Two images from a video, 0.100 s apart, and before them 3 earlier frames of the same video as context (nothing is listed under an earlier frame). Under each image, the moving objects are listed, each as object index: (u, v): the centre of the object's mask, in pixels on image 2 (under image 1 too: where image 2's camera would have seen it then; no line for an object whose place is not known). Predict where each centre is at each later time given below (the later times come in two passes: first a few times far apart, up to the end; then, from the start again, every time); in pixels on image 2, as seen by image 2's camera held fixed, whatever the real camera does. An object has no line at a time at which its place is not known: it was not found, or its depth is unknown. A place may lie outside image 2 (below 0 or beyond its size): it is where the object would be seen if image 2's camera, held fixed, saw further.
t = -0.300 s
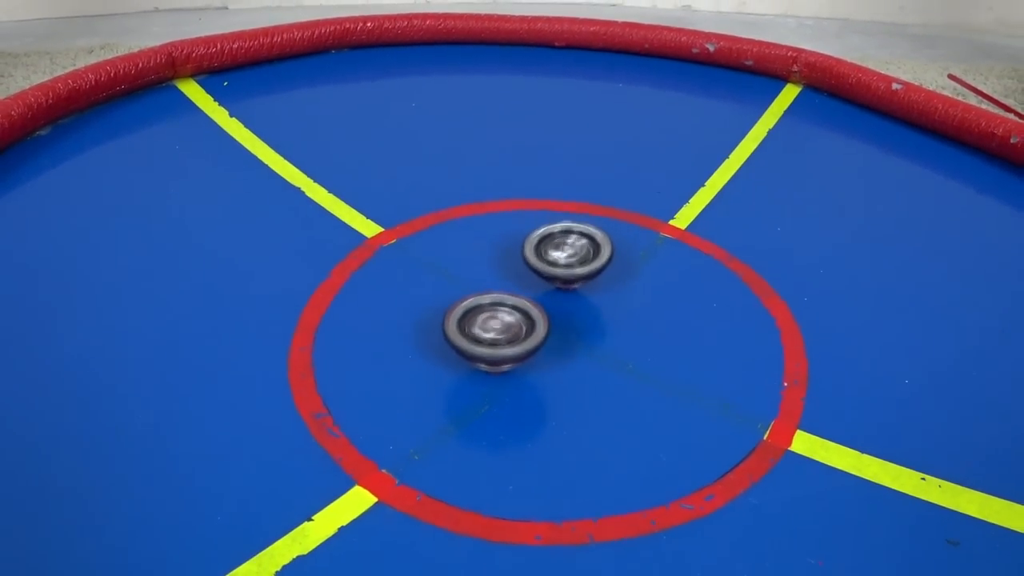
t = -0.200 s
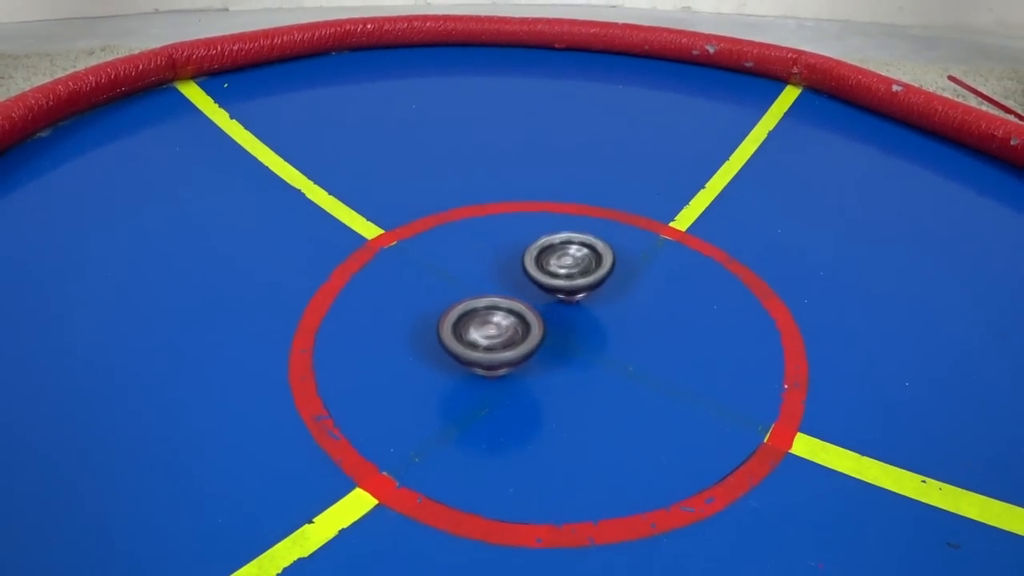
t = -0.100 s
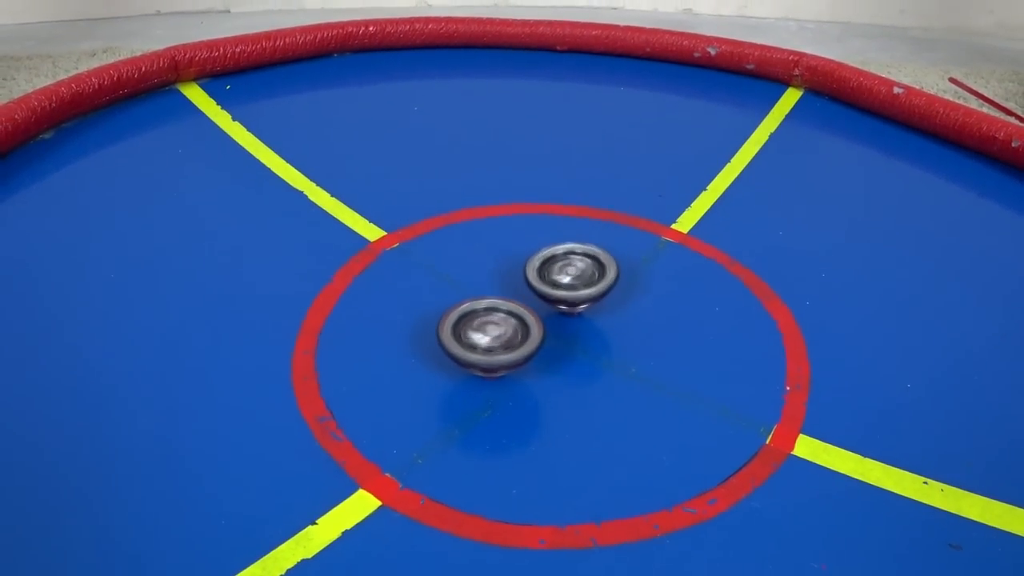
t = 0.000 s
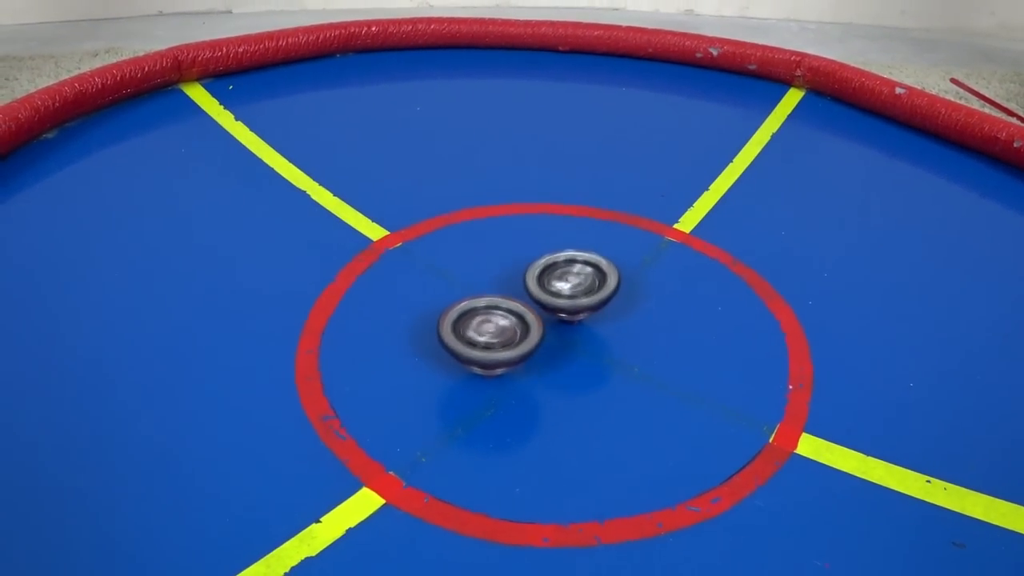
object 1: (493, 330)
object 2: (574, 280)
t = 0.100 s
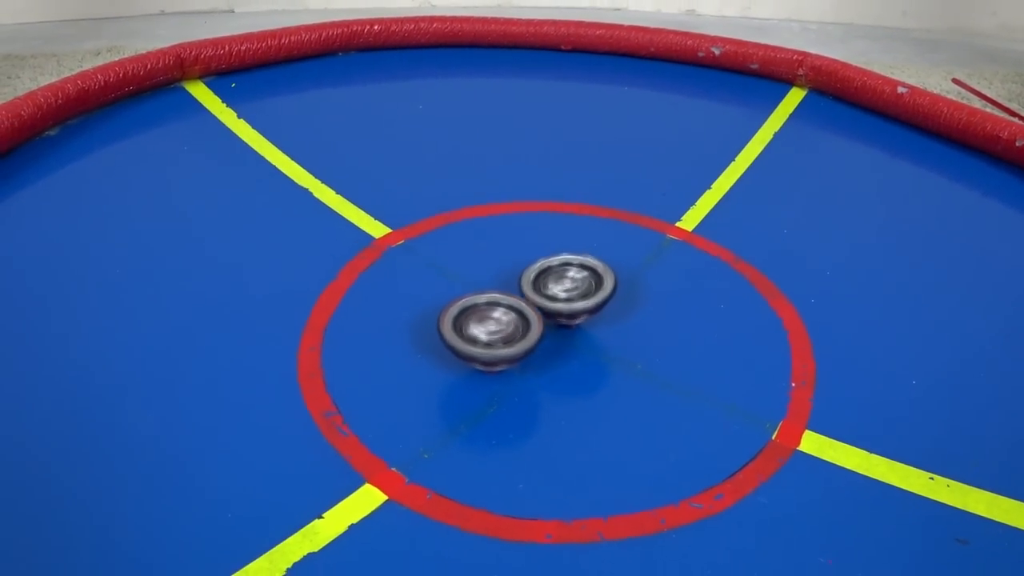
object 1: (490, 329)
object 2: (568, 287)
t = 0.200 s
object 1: (480, 333)
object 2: (575, 285)
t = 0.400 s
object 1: (472, 336)
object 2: (576, 289)
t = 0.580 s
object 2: (558, 293)
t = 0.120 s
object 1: (488, 330)
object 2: (569, 286)
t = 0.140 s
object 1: (486, 331)
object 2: (571, 286)
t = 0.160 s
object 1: (483, 332)
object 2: (573, 285)
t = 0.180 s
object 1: (481, 333)
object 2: (574, 285)
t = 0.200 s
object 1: (480, 333)
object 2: (575, 285)
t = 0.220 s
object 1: (478, 333)
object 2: (577, 285)
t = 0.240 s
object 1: (477, 334)
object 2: (579, 285)
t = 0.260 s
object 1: (476, 335)
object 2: (581, 286)
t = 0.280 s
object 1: (476, 335)
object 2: (581, 286)
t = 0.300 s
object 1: (474, 335)
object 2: (581, 287)
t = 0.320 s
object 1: (473, 335)
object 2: (580, 287)
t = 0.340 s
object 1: (474, 335)
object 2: (579, 288)
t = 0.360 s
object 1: (473, 335)
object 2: (579, 288)
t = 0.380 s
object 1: (472, 336)
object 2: (577, 288)
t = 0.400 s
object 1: (472, 336)
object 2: (576, 289)
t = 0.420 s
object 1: (472, 335)
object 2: (574, 289)
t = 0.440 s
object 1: (471, 335)
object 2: (571, 290)
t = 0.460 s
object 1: (470, 334)
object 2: (569, 290)
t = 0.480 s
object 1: (471, 334)
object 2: (568, 291)
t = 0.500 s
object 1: (470, 333)
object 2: (566, 291)
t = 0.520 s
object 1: (469, 332)
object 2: (564, 292)
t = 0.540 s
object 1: (469, 332)
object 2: (562, 292)
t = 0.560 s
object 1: (469, 331)
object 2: (559, 293)
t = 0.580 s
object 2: (558, 293)
